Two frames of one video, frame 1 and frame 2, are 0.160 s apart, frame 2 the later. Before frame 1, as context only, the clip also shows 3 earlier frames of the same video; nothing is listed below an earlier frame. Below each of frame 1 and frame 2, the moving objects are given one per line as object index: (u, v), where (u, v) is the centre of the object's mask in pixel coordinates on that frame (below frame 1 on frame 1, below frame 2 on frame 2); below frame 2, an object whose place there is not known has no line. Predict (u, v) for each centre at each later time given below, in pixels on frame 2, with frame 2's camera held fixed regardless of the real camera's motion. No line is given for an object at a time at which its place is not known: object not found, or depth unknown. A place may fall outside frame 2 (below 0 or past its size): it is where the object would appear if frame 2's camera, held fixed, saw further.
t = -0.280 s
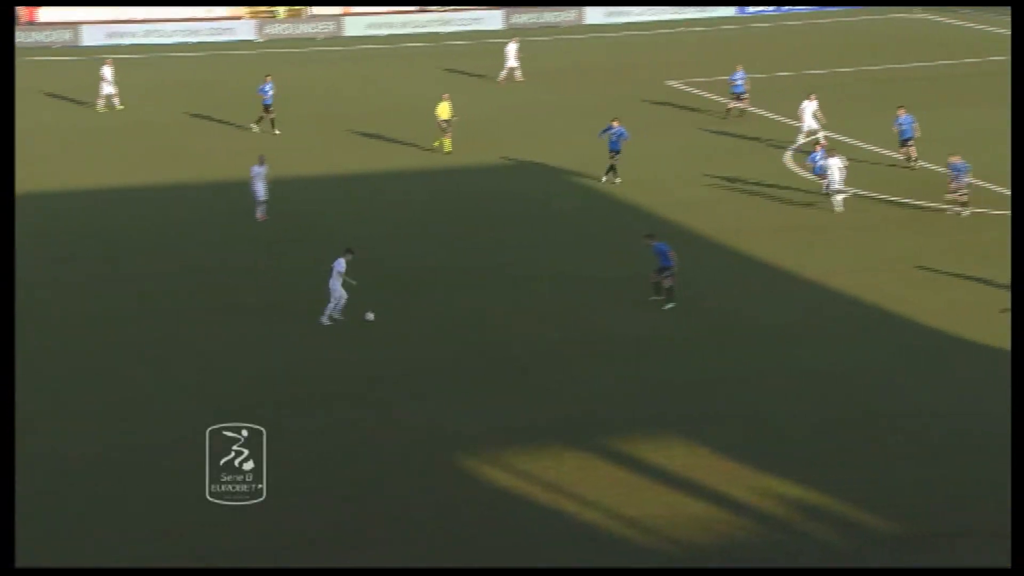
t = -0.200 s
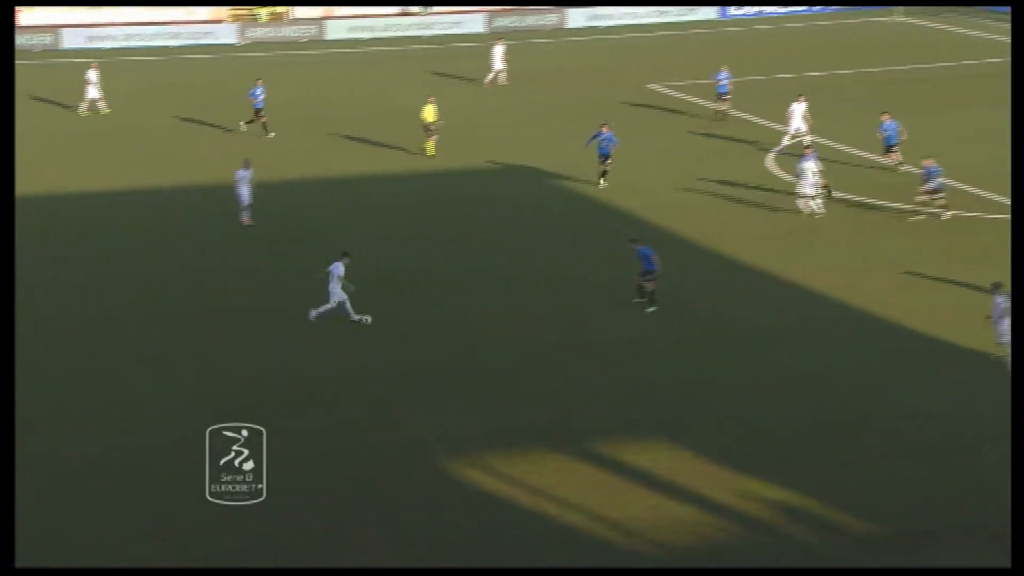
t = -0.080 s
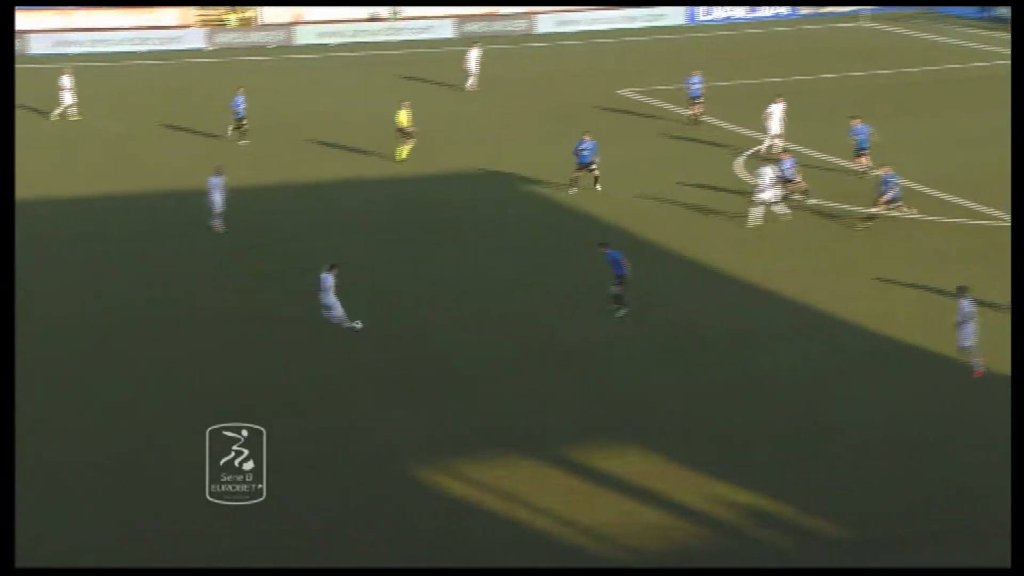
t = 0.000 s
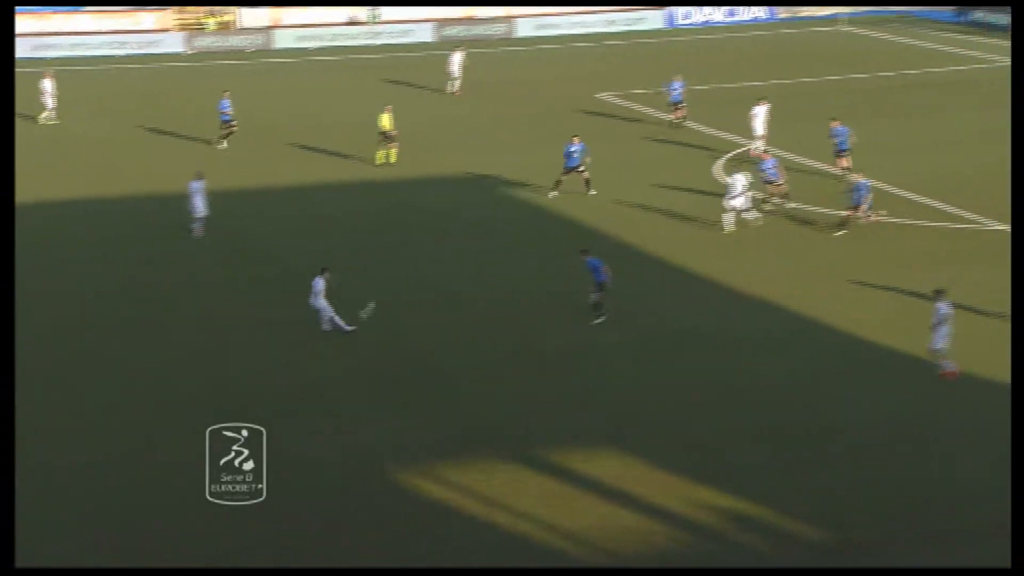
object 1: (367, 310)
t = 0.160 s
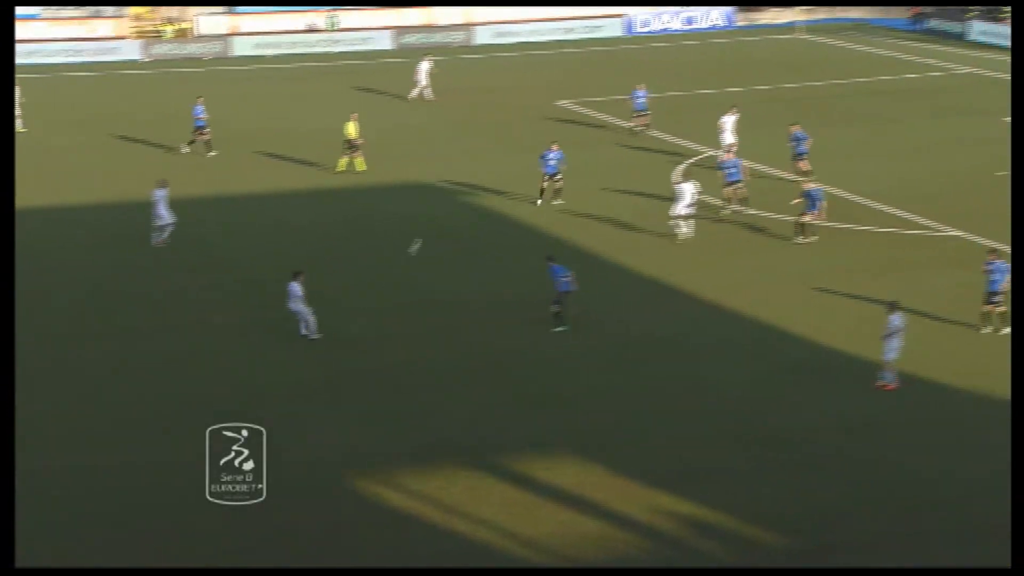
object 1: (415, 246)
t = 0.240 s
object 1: (448, 213)
